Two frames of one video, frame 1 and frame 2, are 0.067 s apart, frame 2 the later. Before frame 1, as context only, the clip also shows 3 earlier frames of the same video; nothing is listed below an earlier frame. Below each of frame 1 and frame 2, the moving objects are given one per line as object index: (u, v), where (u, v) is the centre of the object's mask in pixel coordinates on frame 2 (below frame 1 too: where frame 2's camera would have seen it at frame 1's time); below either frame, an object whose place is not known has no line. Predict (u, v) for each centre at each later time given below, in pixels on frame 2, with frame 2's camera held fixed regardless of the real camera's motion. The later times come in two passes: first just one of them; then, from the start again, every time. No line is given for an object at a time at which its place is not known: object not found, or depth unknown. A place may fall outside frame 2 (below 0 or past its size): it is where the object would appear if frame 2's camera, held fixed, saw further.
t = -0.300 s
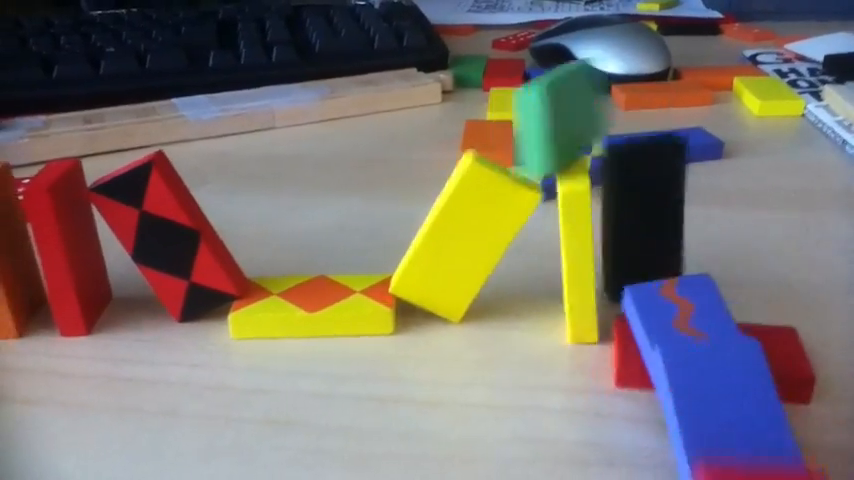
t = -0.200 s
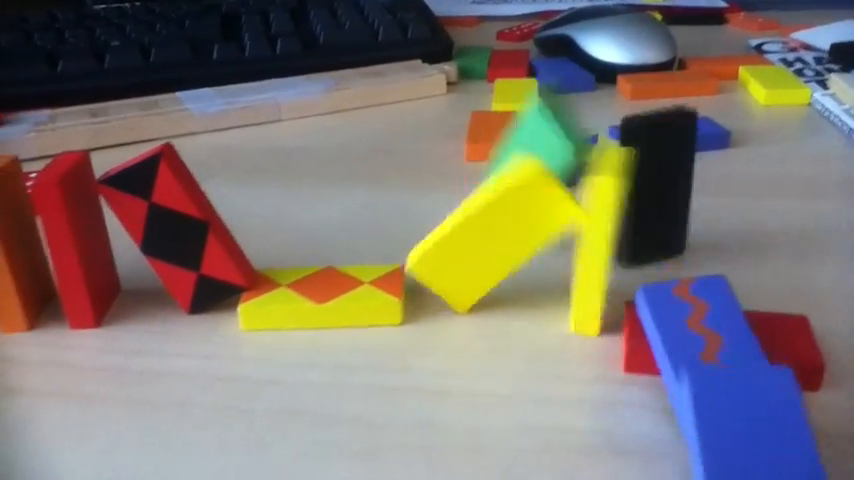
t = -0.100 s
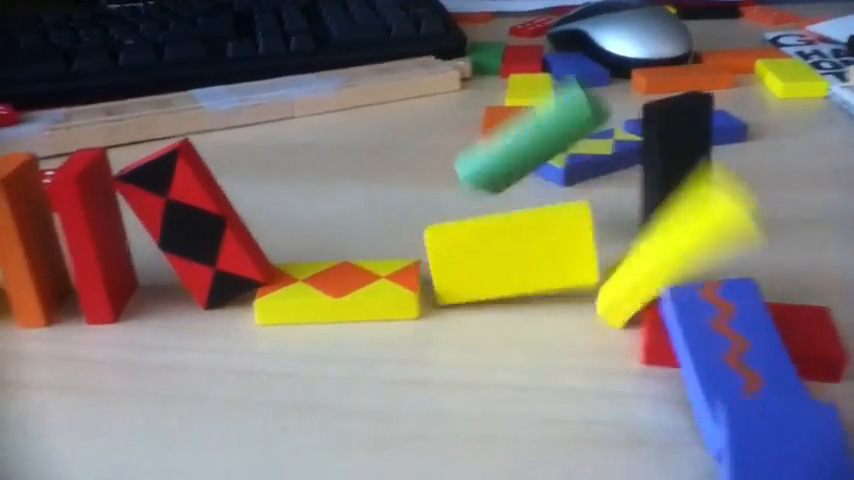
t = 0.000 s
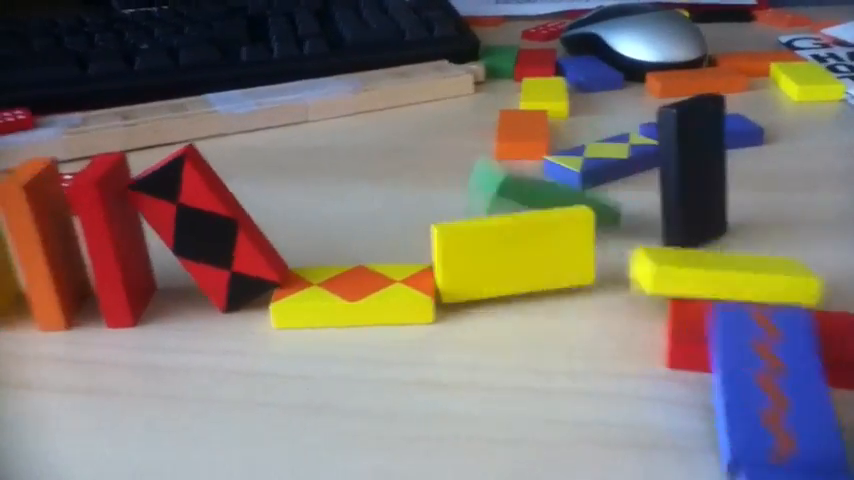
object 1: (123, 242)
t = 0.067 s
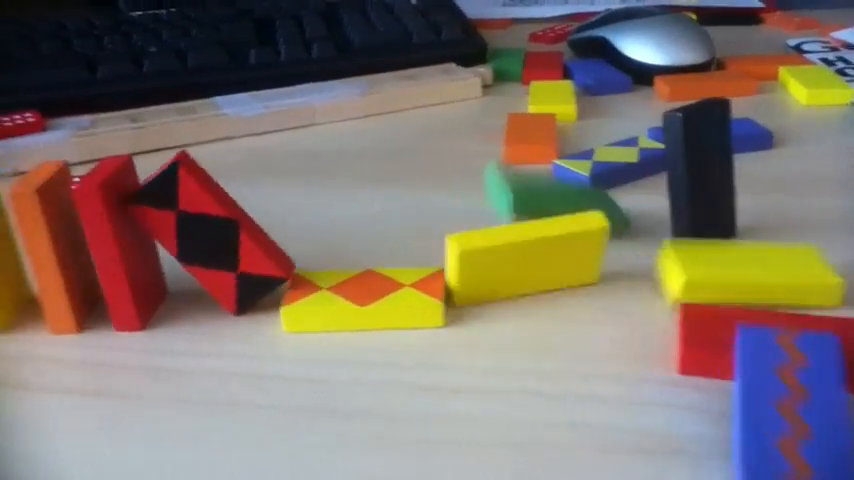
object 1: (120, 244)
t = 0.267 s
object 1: (75, 244)
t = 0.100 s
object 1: (116, 244)
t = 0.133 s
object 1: (110, 244)
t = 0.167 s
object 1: (103, 244)
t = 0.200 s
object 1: (93, 242)
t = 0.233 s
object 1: (84, 241)
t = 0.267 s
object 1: (75, 244)
